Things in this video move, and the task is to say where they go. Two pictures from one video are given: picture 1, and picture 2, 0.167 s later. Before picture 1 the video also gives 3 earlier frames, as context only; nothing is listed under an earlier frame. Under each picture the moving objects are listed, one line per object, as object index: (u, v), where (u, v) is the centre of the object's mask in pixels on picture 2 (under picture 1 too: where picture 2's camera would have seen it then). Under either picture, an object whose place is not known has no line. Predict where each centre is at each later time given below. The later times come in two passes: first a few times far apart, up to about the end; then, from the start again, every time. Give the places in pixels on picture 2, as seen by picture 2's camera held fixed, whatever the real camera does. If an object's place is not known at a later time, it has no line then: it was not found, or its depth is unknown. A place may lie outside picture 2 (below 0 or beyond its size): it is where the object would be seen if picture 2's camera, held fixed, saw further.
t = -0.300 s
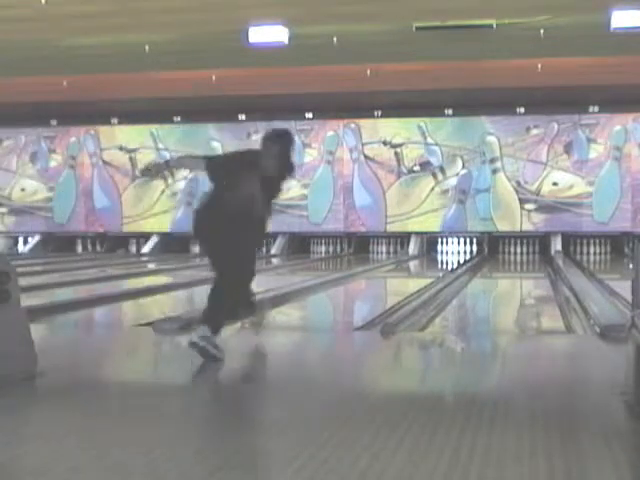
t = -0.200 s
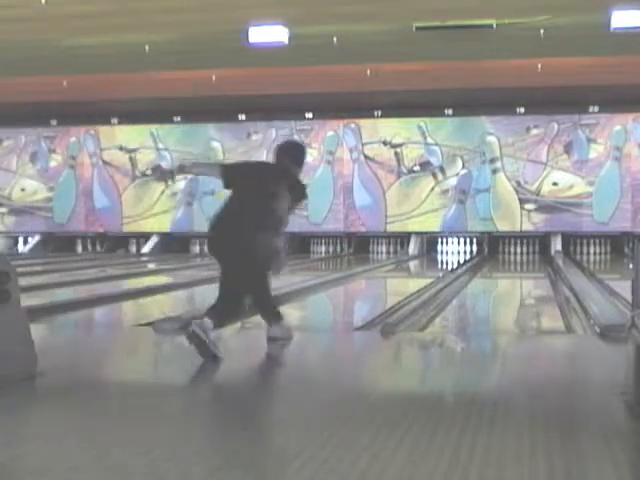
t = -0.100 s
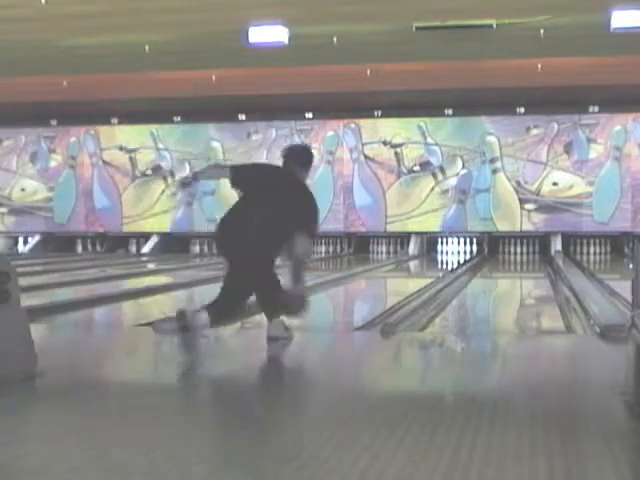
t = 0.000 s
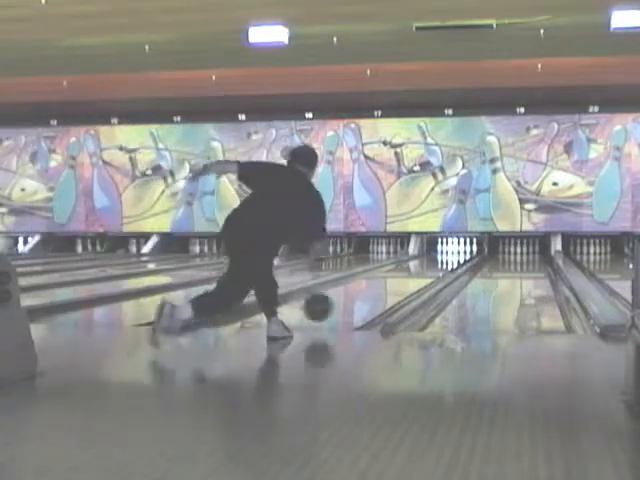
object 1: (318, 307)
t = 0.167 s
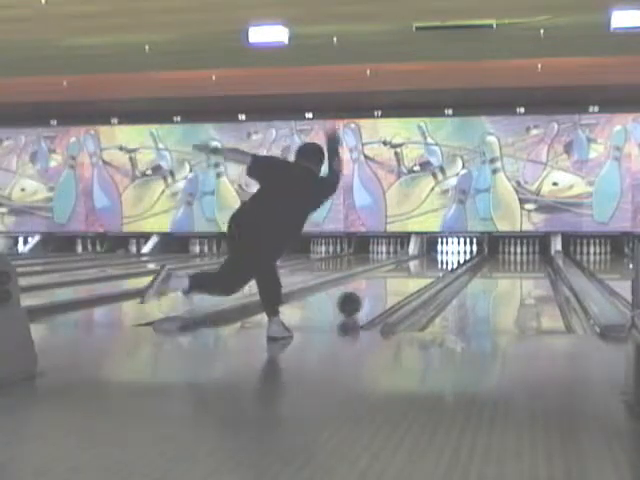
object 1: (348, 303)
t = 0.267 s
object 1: (364, 297)
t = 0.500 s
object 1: (390, 285)
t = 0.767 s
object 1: (411, 276)
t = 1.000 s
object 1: (424, 269)
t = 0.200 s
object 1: (354, 301)
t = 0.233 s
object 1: (358, 299)
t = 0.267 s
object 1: (364, 297)
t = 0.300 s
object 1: (368, 295)
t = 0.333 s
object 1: (372, 292)
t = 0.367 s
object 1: (376, 291)
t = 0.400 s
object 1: (380, 289)
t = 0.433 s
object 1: (384, 287)
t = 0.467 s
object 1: (387, 286)
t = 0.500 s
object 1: (390, 285)
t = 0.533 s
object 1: (393, 283)
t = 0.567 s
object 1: (396, 281)
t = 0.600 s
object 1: (399, 280)
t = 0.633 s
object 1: (402, 280)
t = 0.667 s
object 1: (404, 279)
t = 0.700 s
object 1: (407, 278)
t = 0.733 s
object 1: (408, 278)
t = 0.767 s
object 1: (411, 276)
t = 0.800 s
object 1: (413, 275)
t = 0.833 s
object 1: (415, 273)
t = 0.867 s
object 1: (417, 273)
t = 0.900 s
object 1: (417, 271)
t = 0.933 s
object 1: (421, 270)
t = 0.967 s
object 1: (422, 270)
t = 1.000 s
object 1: (424, 269)
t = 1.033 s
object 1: (425, 270)
